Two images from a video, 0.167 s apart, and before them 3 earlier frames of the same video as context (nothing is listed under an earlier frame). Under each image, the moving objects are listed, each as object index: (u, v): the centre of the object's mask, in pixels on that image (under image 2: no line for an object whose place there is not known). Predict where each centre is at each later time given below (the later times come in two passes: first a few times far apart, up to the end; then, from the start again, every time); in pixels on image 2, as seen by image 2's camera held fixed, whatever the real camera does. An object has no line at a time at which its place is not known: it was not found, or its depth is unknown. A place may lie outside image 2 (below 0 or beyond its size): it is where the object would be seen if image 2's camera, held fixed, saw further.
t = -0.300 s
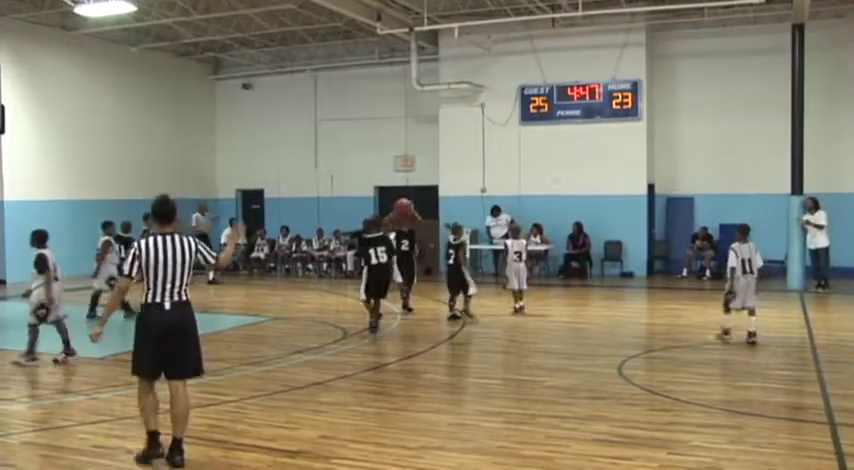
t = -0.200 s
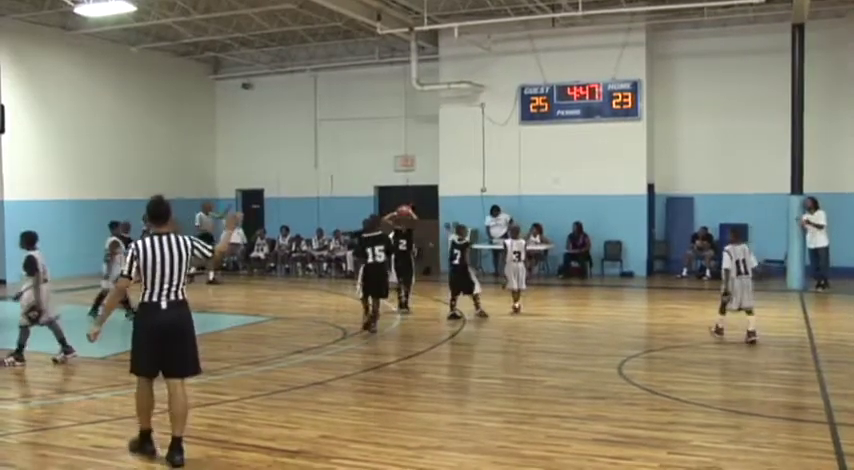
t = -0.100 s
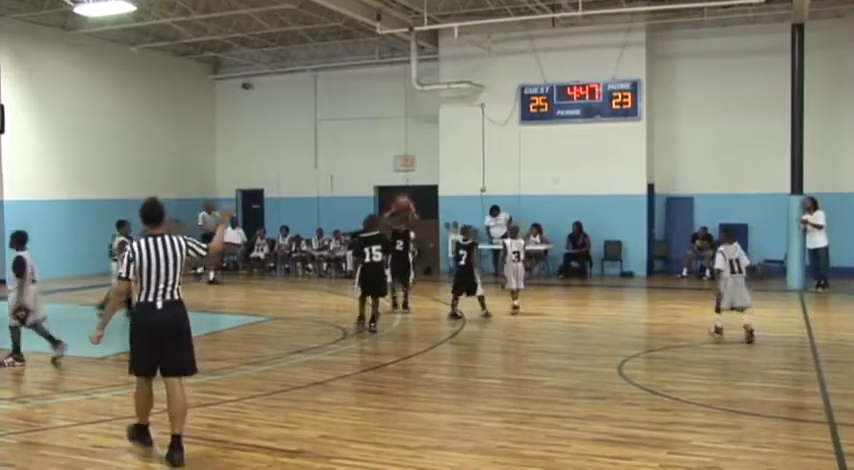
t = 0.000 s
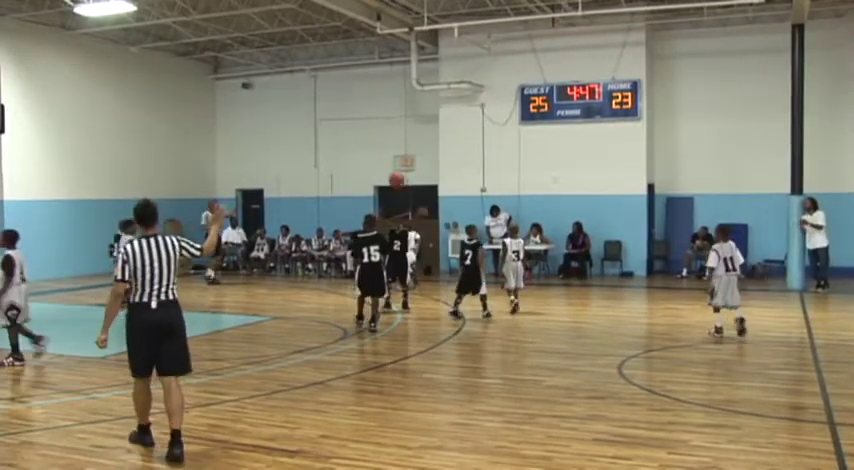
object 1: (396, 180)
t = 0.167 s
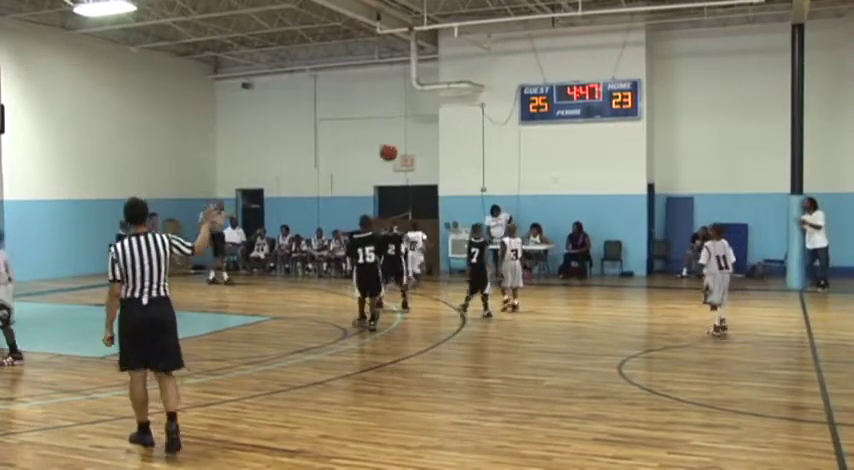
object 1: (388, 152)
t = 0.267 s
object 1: (382, 144)
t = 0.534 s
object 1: (365, 158)
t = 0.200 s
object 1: (386, 149)
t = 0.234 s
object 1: (384, 146)
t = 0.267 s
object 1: (382, 144)
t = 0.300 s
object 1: (380, 143)
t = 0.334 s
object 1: (379, 142)
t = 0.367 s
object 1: (377, 143)
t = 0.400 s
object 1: (374, 144)
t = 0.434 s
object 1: (372, 146)
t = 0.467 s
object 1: (370, 149)
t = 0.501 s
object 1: (368, 152)
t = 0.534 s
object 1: (365, 158)
